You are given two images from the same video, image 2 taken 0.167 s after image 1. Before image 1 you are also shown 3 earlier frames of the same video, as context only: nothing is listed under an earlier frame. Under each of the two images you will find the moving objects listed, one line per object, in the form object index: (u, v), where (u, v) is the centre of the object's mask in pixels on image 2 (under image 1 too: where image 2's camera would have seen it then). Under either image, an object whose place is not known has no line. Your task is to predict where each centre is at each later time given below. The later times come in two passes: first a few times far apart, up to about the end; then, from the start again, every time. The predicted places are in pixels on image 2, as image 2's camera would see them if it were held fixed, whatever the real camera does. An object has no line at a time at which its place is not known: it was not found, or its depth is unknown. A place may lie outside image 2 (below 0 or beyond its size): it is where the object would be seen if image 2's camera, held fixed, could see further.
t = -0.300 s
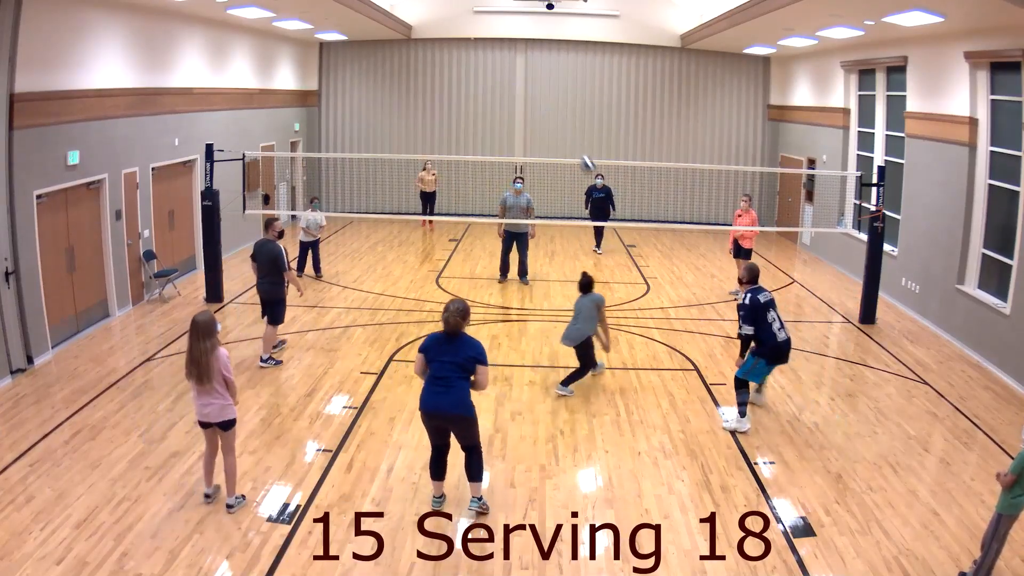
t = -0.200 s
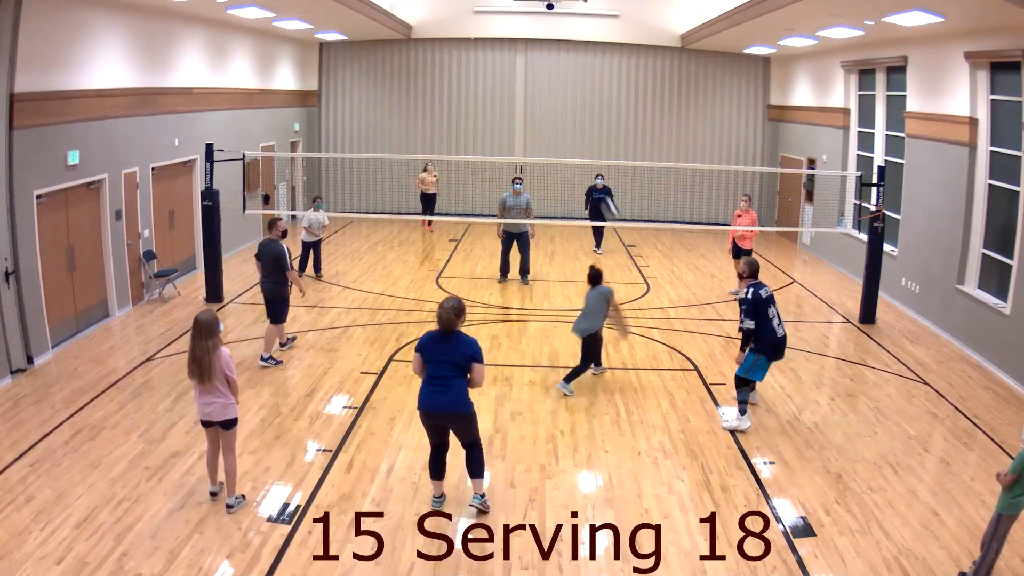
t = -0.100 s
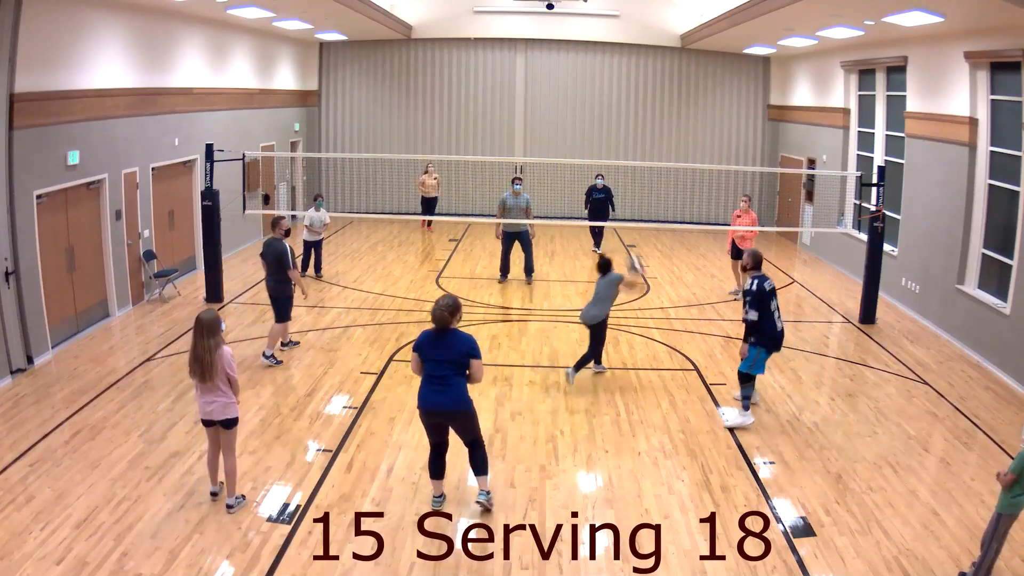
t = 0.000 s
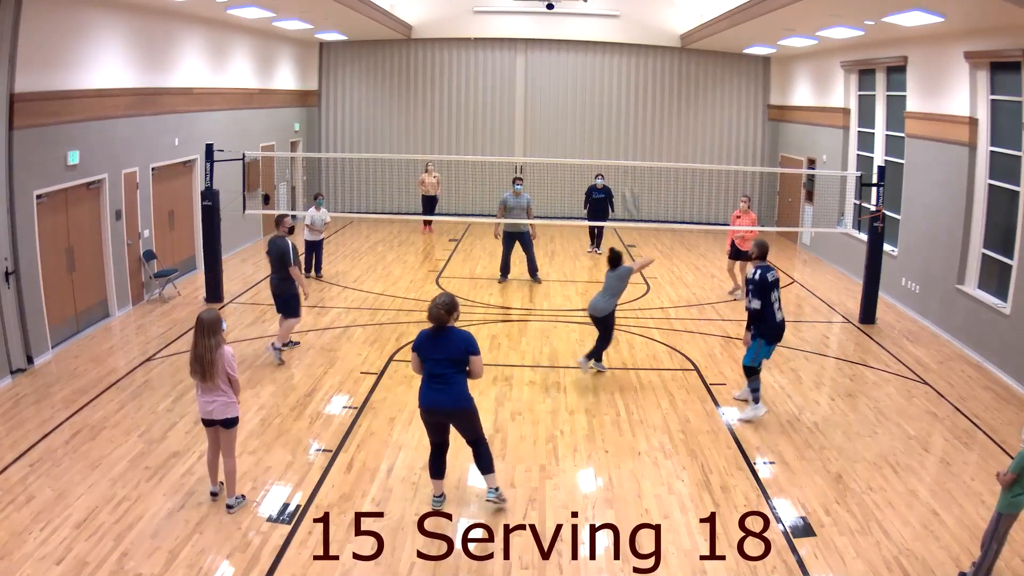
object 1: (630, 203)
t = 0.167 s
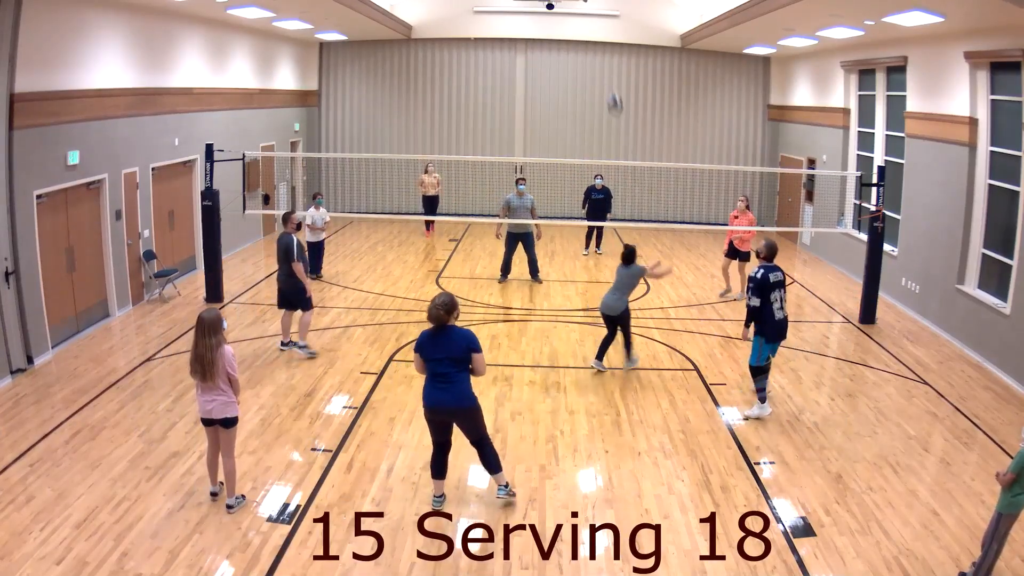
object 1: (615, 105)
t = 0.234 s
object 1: (609, 75)
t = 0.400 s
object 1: (594, 29)
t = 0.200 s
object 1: (612, 88)
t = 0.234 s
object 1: (609, 75)
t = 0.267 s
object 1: (606, 62)
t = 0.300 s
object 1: (603, 52)
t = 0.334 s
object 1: (600, 43)
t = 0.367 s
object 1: (596, 35)
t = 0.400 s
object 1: (594, 29)
